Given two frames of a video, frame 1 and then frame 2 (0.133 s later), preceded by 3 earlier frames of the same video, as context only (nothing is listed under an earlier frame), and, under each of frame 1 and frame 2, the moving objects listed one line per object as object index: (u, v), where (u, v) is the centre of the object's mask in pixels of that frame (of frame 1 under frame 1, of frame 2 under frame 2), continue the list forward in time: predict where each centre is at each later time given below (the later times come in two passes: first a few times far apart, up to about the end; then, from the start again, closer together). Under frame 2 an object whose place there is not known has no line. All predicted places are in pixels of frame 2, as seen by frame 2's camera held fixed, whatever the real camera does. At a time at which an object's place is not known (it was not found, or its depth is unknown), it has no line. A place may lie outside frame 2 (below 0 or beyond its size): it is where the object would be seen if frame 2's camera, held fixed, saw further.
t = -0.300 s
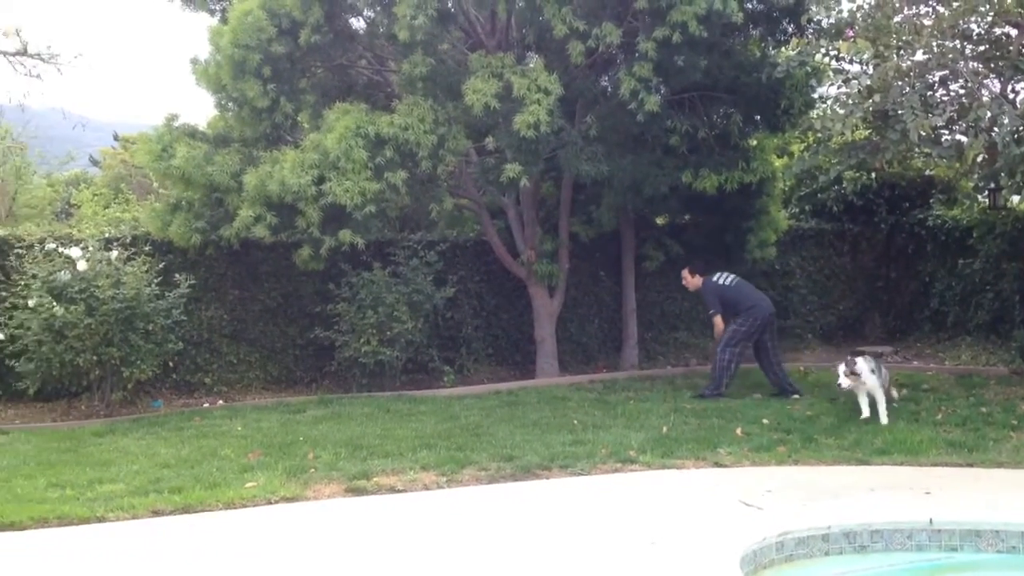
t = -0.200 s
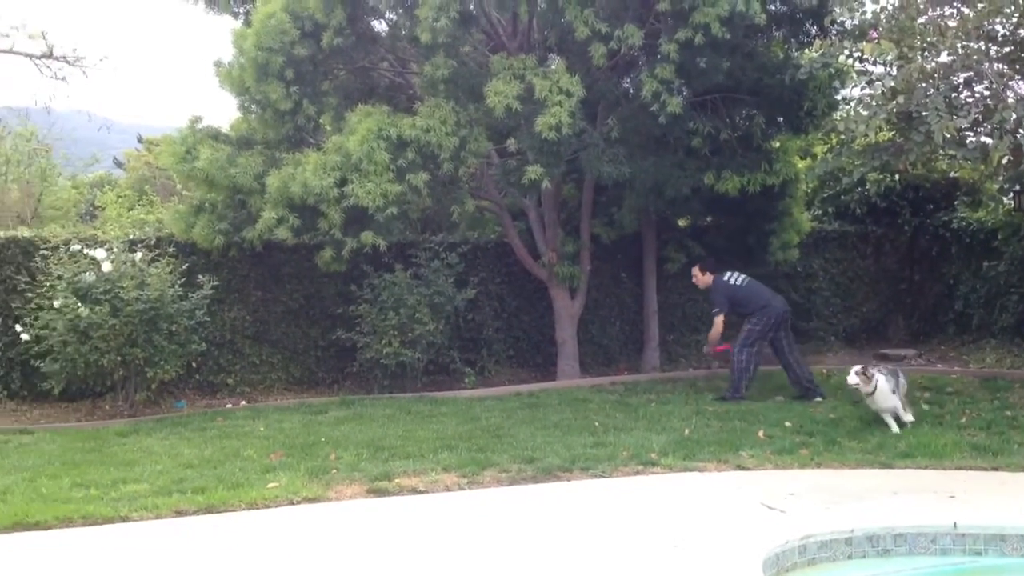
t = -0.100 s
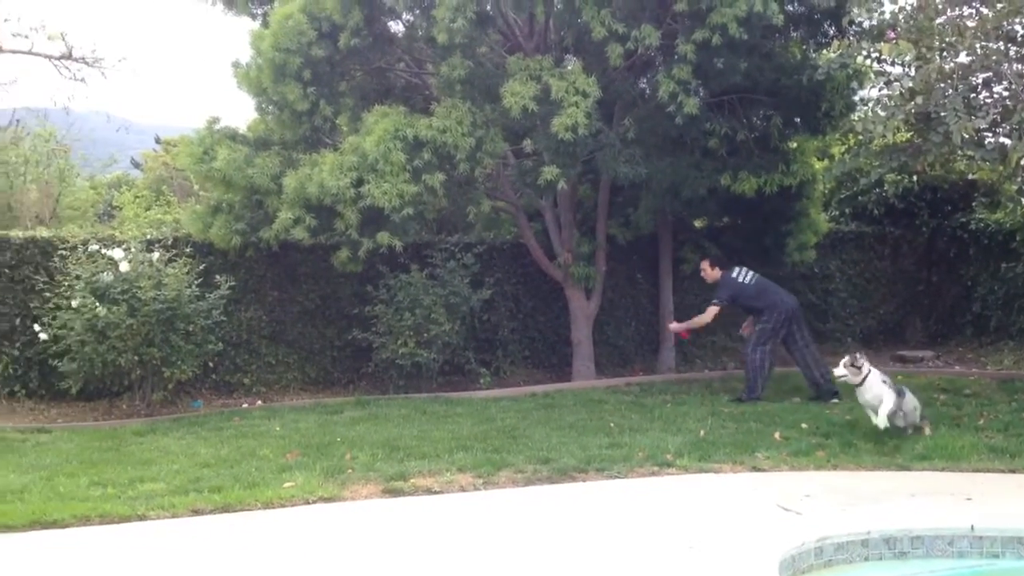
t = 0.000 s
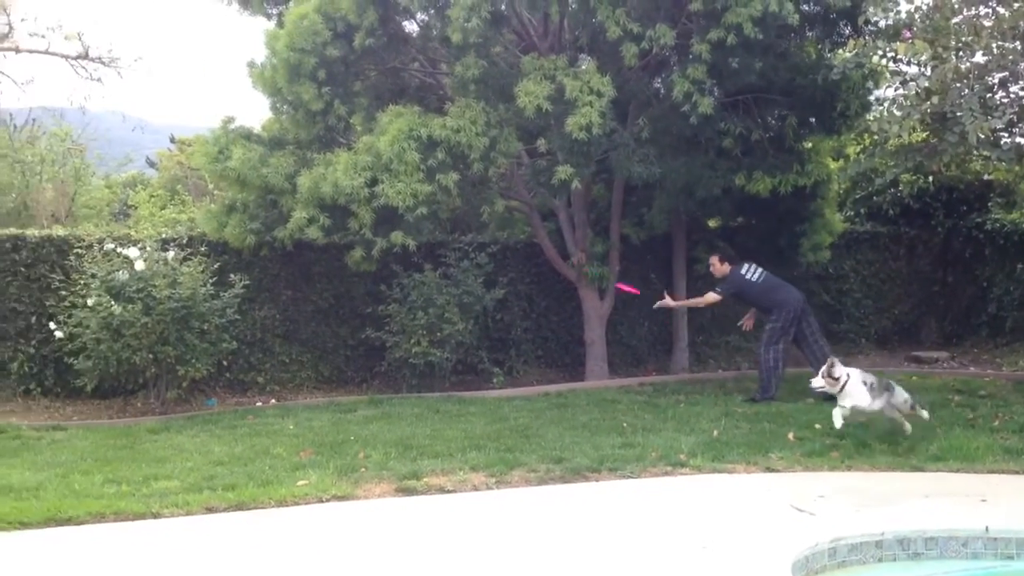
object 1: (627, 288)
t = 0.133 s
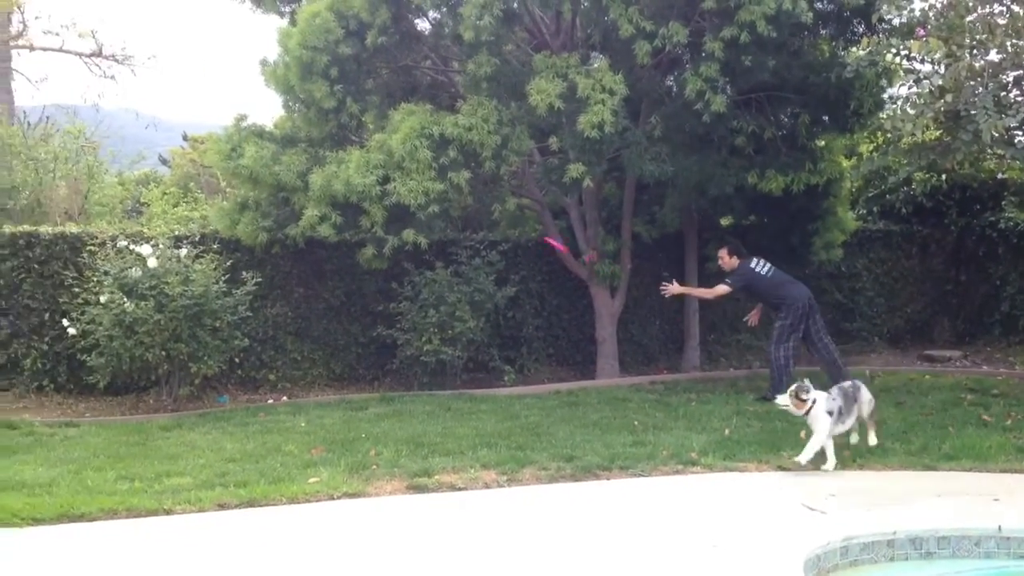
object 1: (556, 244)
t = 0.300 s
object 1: (450, 212)
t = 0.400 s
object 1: (381, 200)
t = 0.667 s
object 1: (209, 193)
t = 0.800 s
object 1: (119, 203)
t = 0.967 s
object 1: (0, 221)
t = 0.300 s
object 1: (450, 212)
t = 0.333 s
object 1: (425, 208)
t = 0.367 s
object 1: (404, 203)
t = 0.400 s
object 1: (381, 200)
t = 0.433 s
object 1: (359, 197)
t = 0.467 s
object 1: (337, 195)
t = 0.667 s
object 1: (209, 193)
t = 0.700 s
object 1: (186, 195)
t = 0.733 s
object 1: (168, 198)
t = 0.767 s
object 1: (142, 199)
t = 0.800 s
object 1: (119, 203)
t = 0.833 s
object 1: (95, 205)
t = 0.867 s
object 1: (71, 209)
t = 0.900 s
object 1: (49, 213)
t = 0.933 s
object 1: (24, 217)
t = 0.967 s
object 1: (0, 221)
